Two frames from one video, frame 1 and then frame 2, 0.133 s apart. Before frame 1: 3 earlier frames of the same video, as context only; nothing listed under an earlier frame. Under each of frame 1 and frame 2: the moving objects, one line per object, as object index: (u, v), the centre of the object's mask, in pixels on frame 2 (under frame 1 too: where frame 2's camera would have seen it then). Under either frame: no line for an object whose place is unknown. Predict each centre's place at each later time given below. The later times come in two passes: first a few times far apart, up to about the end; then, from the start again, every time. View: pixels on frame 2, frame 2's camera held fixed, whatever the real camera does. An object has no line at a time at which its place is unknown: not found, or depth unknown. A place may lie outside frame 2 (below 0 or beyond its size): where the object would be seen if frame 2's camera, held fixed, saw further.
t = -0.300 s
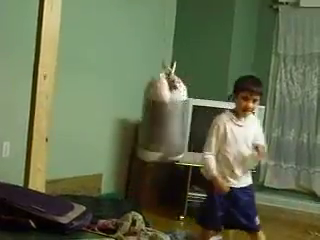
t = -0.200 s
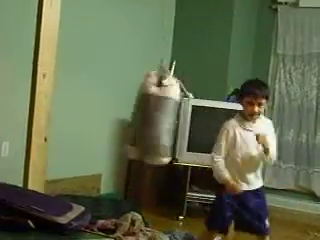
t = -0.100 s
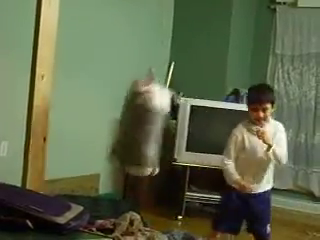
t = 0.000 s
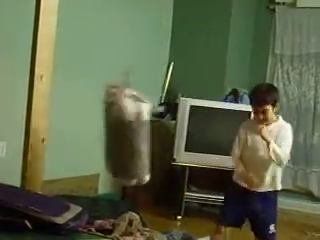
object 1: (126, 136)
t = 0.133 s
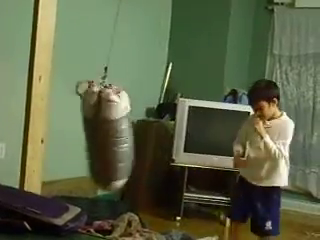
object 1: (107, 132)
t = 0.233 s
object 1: (97, 140)
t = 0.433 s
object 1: (78, 130)
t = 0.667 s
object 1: (70, 112)
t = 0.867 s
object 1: (84, 119)
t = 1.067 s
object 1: (102, 136)
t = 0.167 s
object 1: (103, 133)
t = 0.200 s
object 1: (100, 135)
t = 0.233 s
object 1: (97, 140)
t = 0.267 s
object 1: (95, 140)
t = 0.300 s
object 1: (92, 137)
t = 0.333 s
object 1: (88, 133)
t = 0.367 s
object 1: (84, 131)
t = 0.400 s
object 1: (80, 131)
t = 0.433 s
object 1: (78, 130)
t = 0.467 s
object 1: (76, 128)
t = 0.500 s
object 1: (73, 127)
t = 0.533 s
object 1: (71, 123)
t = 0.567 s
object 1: (71, 118)
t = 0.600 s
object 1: (70, 115)
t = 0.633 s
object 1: (70, 113)
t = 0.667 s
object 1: (70, 112)
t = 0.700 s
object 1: (71, 112)
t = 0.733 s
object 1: (73, 113)
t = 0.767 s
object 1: (76, 115)
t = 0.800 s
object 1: (78, 117)
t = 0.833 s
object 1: (81, 118)
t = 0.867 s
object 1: (84, 119)
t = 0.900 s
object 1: (86, 121)
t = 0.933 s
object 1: (90, 124)
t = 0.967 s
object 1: (92, 128)
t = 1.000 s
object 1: (96, 132)
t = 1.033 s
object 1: (99, 133)
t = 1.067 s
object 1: (102, 136)
